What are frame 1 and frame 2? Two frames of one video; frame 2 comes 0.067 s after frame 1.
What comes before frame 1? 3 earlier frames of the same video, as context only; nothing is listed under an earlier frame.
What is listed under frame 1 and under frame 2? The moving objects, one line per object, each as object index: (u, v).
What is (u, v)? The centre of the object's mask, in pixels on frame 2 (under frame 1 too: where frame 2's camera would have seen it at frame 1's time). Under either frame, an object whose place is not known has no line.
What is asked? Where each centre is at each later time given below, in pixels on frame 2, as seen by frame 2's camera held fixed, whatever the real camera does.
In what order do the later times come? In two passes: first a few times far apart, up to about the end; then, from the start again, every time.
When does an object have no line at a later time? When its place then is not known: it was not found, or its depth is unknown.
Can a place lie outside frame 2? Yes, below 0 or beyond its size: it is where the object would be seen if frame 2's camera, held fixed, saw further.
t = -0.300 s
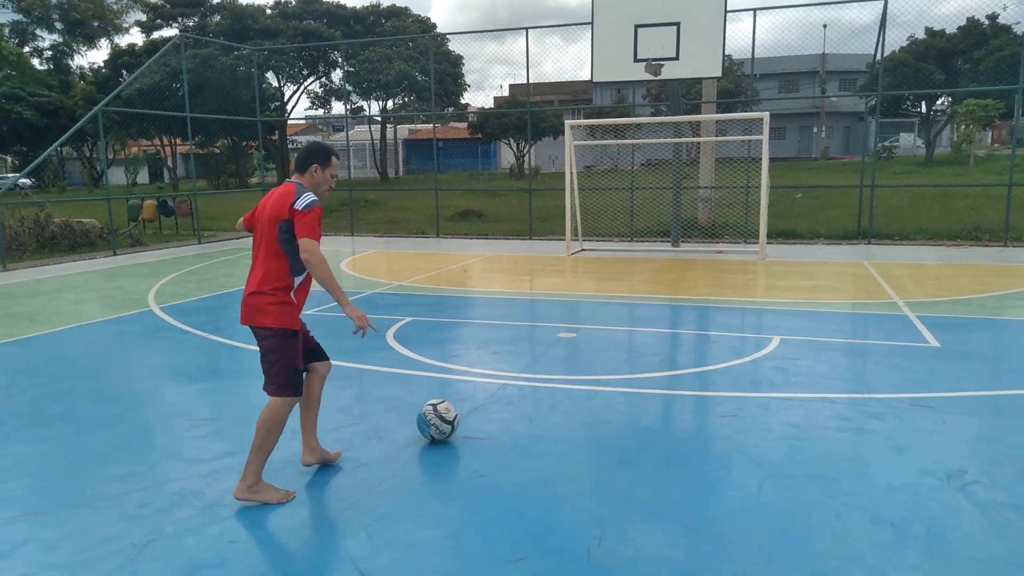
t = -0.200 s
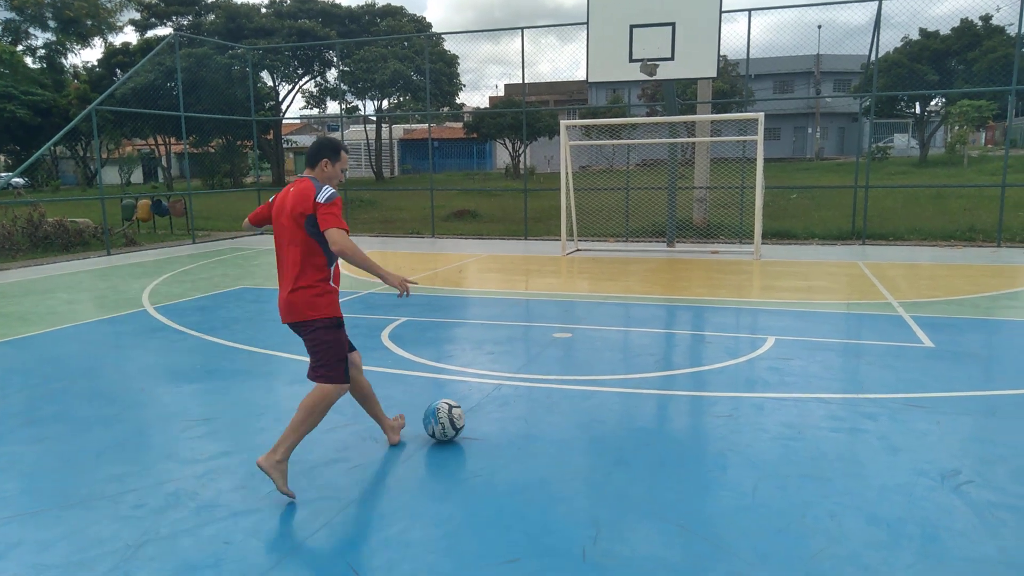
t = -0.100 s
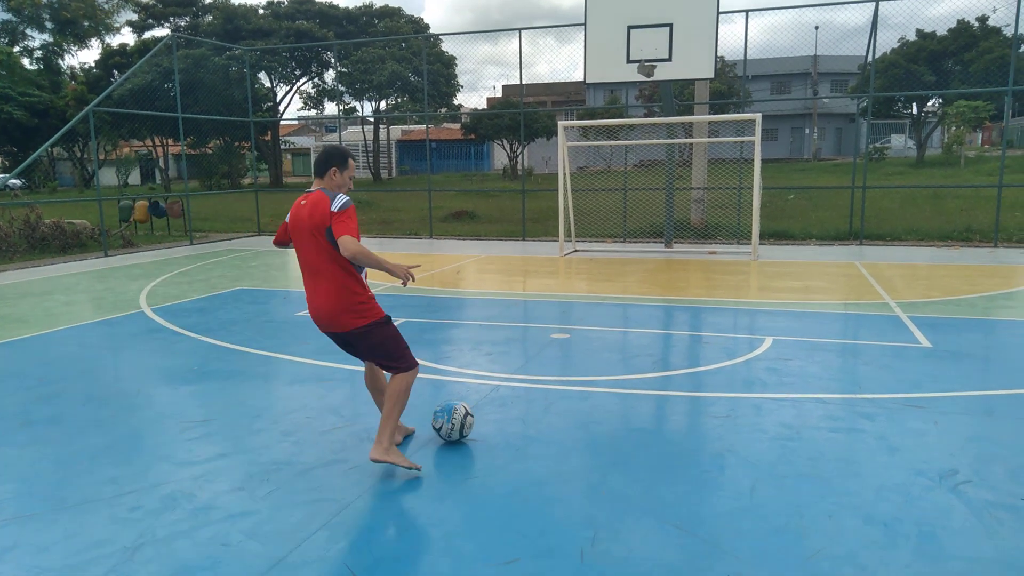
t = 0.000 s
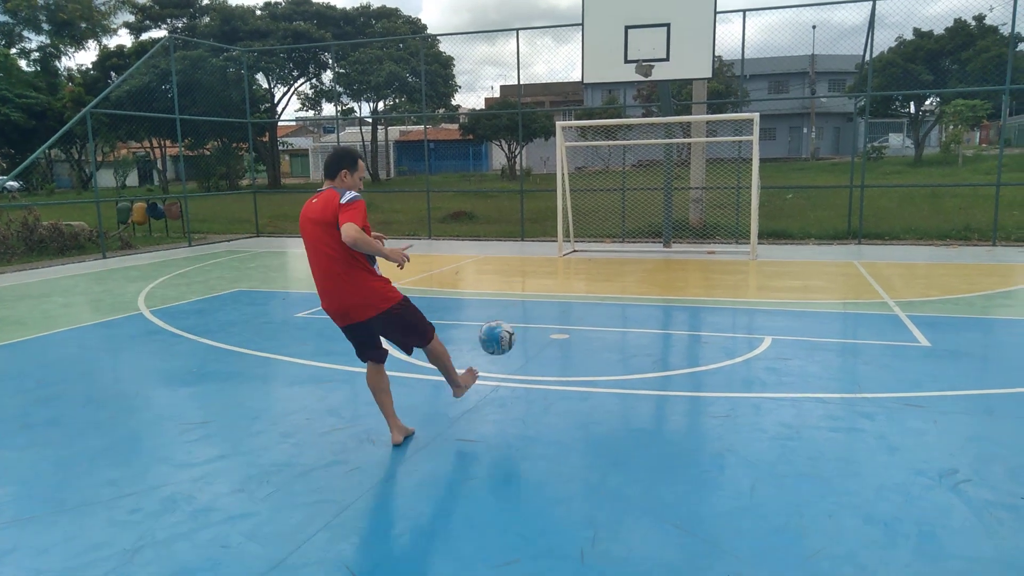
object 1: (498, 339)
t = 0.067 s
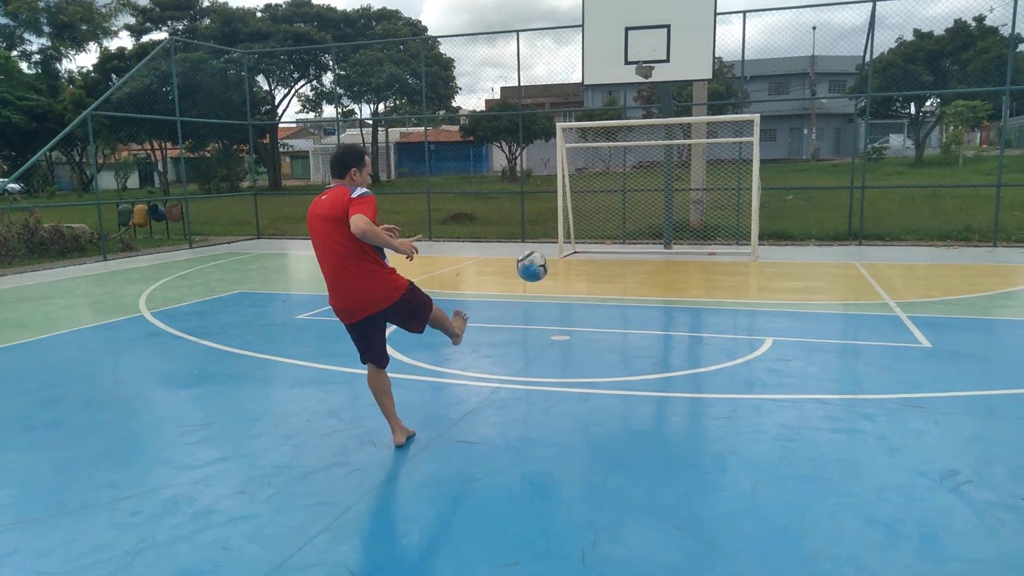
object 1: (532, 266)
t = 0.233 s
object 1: (588, 164)
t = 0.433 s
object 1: (628, 123)
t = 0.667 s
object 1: (660, 131)
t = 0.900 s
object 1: (661, 151)
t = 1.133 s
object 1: (648, 206)
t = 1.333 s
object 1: (636, 270)
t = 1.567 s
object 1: (630, 220)
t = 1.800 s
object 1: (622, 214)
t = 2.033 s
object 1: (611, 265)
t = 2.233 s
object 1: (599, 304)
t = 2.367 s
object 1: (590, 283)
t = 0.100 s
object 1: (546, 238)
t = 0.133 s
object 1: (558, 214)
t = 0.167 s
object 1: (569, 194)
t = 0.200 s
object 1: (579, 178)
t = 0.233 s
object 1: (588, 164)
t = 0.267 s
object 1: (596, 152)
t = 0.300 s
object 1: (603, 143)
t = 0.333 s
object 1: (610, 136)
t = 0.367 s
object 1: (616, 130)
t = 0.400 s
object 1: (622, 127)
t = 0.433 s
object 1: (628, 123)
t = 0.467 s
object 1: (633, 121)
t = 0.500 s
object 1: (638, 121)
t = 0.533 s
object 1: (643, 121)
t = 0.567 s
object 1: (648, 122)
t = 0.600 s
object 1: (652, 124)
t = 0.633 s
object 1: (656, 127)
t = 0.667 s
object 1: (660, 131)
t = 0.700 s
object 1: (664, 134)
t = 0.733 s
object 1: (667, 138)
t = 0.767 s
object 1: (667, 141)
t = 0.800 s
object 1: (666, 142)
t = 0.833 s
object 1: (664, 144)
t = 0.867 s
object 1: (663, 148)
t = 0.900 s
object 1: (661, 151)
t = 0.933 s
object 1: (659, 156)
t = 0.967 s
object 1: (657, 162)
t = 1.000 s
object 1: (656, 169)
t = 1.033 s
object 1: (654, 176)
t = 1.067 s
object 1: (652, 185)
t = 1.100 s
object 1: (650, 195)
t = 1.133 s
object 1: (648, 206)
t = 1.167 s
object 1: (647, 218)
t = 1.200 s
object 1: (644, 232)
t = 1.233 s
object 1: (642, 246)
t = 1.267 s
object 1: (640, 262)
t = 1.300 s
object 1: (637, 278)
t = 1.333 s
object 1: (636, 270)
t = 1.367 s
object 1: (636, 260)
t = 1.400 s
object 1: (635, 252)
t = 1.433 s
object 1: (634, 244)
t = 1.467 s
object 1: (633, 237)
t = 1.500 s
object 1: (632, 230)
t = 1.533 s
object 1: (631, 225)
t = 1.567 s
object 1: (630, 220)
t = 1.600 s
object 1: (629, 216)
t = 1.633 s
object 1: (628, 213)
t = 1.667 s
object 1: (626, 210)
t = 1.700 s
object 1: (625, 210)
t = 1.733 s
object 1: (624, 210)
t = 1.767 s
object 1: (623, 211)
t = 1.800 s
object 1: (622, 214)
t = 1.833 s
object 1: (620, 217)
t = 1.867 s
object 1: (619, 221)
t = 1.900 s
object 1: (617, 228)
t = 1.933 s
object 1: (616, 235)
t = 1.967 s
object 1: (615, 244)
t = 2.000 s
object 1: (613, 254)
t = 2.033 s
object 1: (611, 265)
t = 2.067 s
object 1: (609, 279)
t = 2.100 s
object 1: (608, 293)
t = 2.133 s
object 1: (606, 310)
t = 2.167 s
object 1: (603, 322)
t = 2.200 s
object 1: (601, 312)
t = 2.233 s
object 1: (599, 304)
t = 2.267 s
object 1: (597, 297)
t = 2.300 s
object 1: (595, 292)
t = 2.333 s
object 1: (593, 287)
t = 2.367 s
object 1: (590, 283)
